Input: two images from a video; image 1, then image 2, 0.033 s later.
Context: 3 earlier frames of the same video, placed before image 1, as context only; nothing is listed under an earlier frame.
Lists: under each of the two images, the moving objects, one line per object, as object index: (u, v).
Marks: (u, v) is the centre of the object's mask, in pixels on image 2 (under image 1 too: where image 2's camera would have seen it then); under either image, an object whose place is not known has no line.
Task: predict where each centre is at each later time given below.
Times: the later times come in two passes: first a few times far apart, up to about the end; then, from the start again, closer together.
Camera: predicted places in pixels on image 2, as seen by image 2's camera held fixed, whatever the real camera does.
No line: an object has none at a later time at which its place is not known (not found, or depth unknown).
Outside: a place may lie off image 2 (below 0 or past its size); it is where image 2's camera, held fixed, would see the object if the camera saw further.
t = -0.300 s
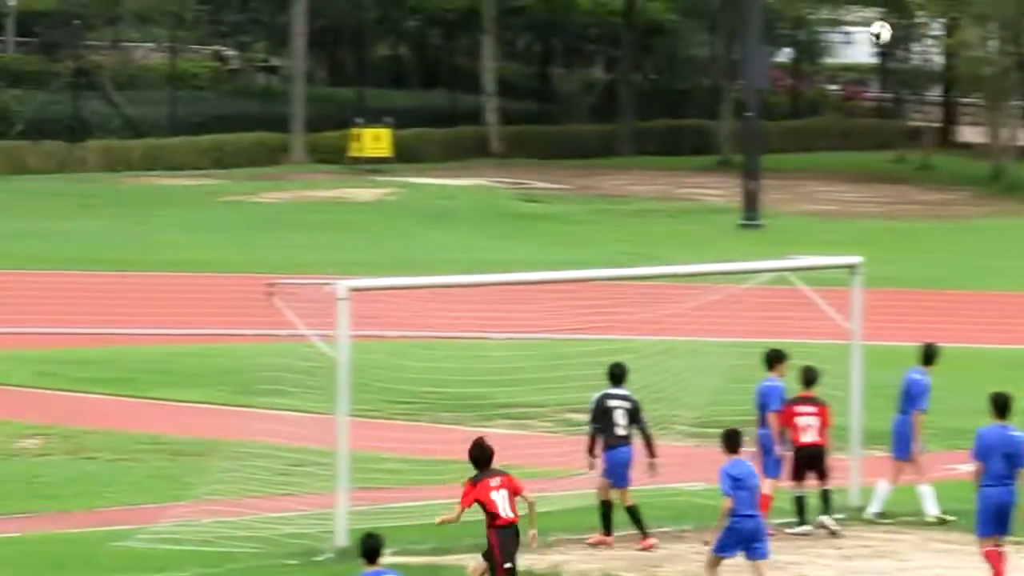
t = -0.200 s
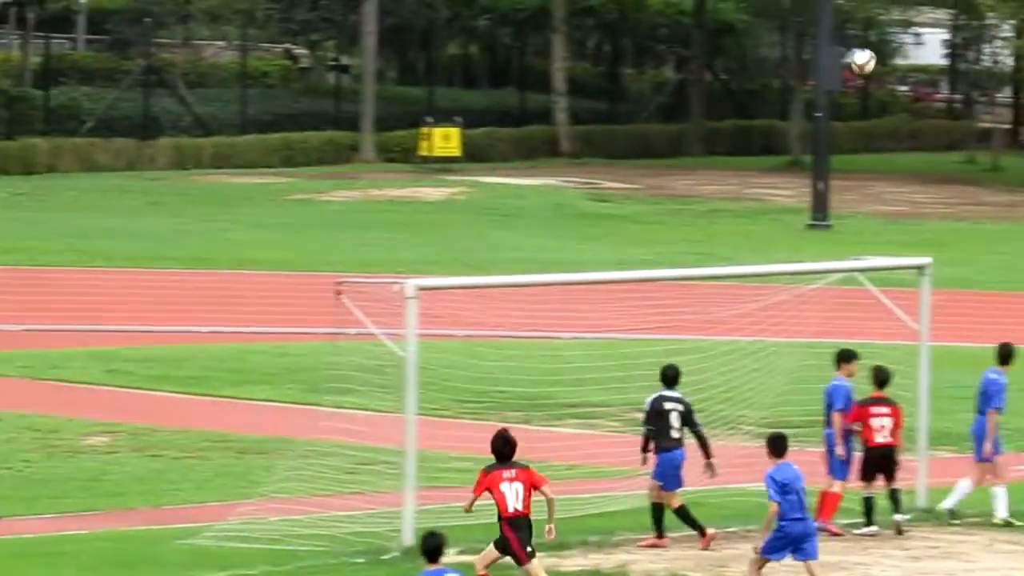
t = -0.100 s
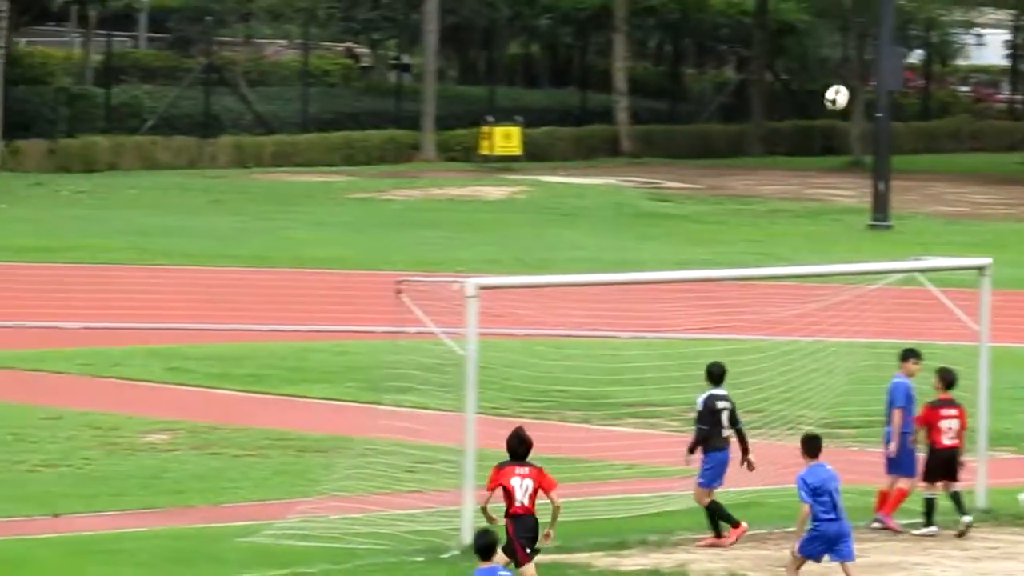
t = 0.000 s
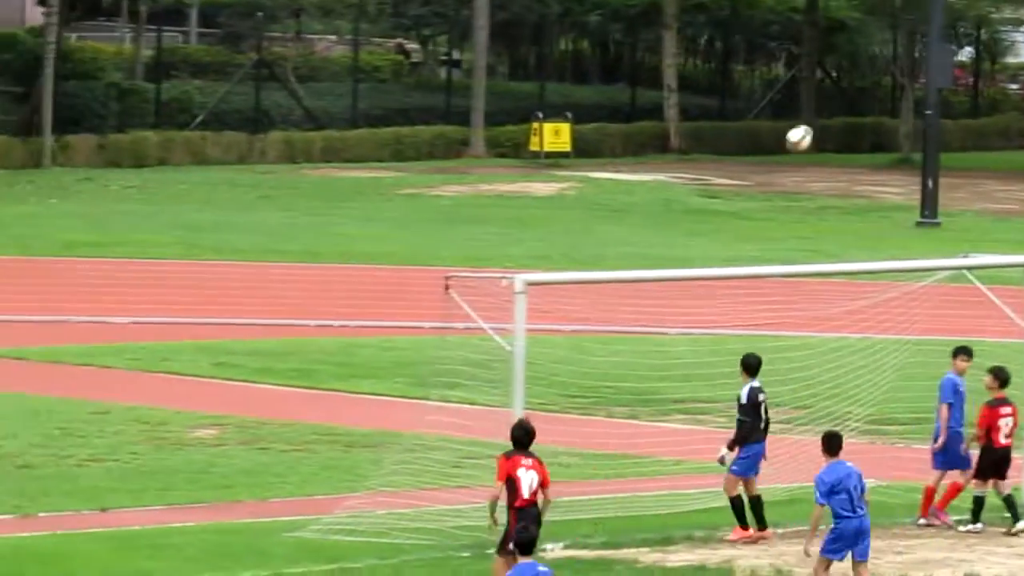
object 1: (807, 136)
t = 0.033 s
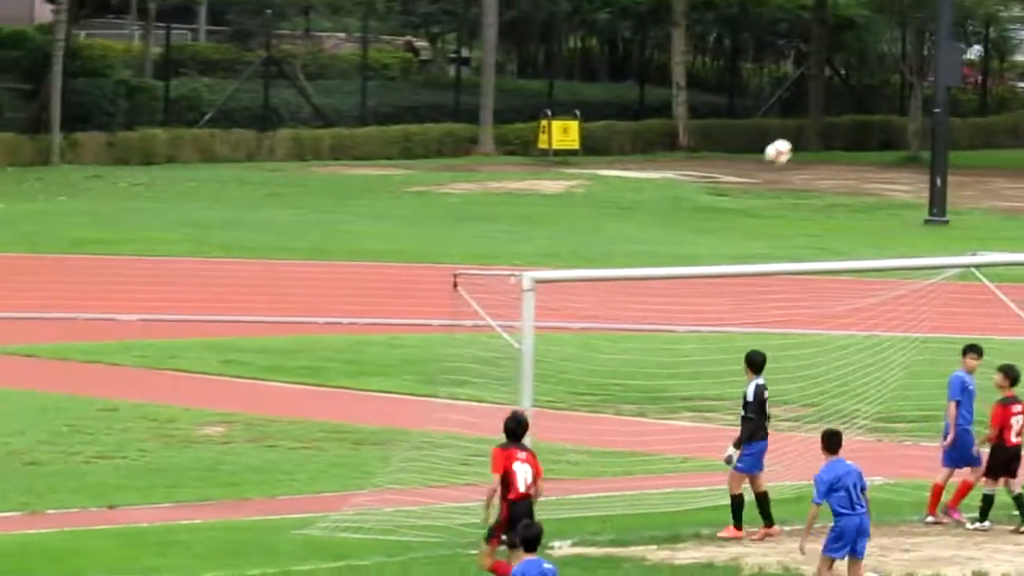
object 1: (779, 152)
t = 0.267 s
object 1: (574, 296)
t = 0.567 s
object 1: (484, 242)
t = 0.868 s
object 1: (413, 216)
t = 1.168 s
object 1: (340, 293)
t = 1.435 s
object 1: (277, 444)
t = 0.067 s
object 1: (749, 169)
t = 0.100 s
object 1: (720, 186)
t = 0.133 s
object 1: (690, 206)
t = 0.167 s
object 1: (661, 228)
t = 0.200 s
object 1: (633, 247)
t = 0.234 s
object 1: (605, 264)
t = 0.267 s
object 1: (574, 296)
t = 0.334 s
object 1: (542, 323)
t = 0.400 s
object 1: (517, 297)
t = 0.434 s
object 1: (513, 284)
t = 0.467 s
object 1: (508, 272)
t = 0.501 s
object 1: (500, 259)
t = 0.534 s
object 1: (492, 250)
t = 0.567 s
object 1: (484, 242)
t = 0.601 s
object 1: (477, 234)
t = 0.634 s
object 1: (469, 227)
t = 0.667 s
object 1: (461, 222)
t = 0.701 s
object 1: (453, 218)
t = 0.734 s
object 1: (445, 216)
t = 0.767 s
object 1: (438, 215)
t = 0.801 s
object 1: (430, 214)
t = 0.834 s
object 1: (421, 214)
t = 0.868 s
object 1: (413, 216)
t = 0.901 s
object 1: (406, 220)
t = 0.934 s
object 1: (398, 225)
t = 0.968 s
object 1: (389, 231)
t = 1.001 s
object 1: (382, 238)
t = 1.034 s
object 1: (373, 247)
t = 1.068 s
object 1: (366, 257)
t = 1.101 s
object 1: (358, 268)
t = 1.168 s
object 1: (340, 293)
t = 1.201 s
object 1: (332, 308)
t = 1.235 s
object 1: (325, 324)
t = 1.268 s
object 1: (317, 342)
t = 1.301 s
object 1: (308, 358)
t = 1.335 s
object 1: (300, 380)
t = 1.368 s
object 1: (292, 400)
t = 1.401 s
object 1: (283, 422)
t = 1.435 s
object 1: (277, 444)
